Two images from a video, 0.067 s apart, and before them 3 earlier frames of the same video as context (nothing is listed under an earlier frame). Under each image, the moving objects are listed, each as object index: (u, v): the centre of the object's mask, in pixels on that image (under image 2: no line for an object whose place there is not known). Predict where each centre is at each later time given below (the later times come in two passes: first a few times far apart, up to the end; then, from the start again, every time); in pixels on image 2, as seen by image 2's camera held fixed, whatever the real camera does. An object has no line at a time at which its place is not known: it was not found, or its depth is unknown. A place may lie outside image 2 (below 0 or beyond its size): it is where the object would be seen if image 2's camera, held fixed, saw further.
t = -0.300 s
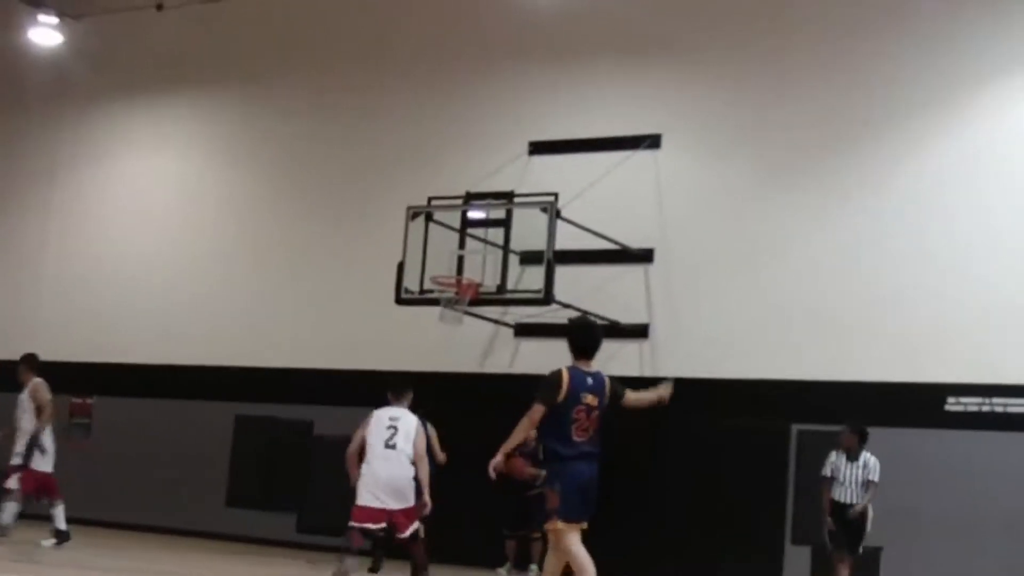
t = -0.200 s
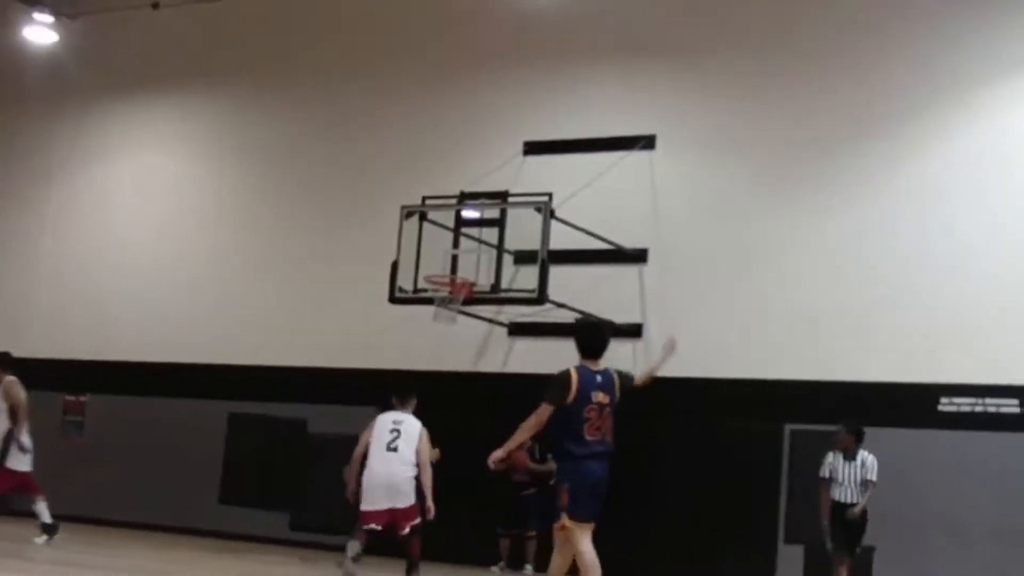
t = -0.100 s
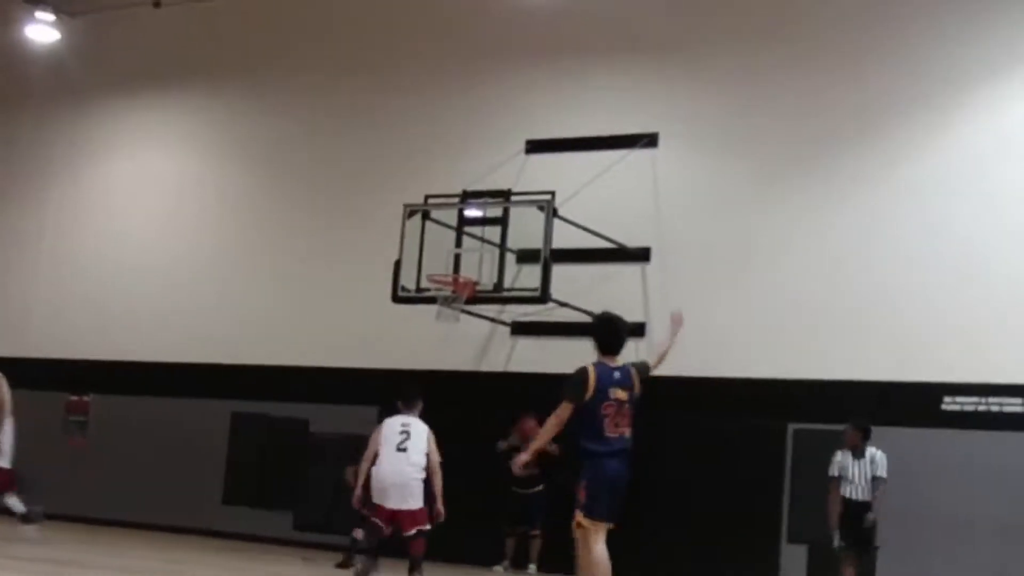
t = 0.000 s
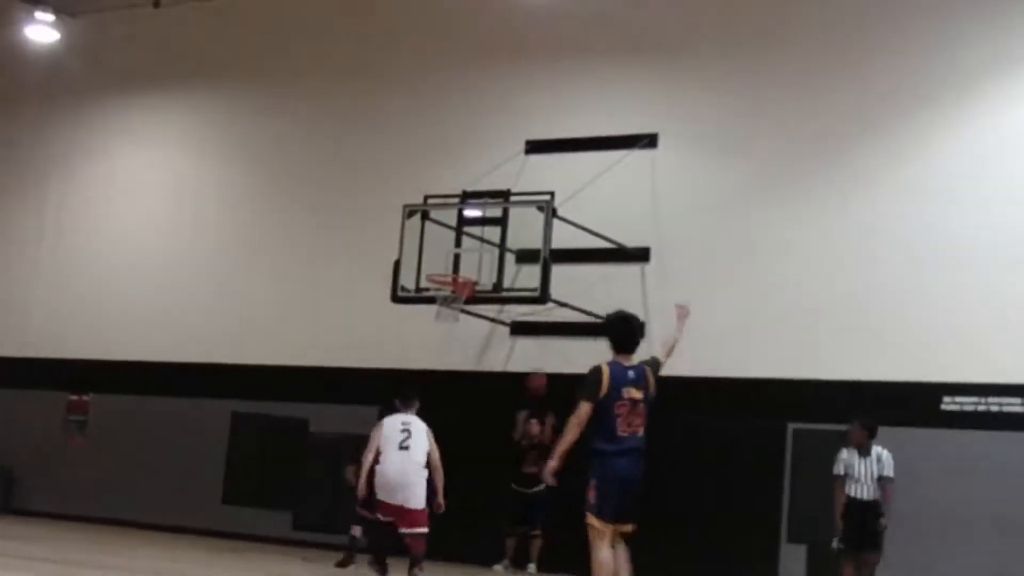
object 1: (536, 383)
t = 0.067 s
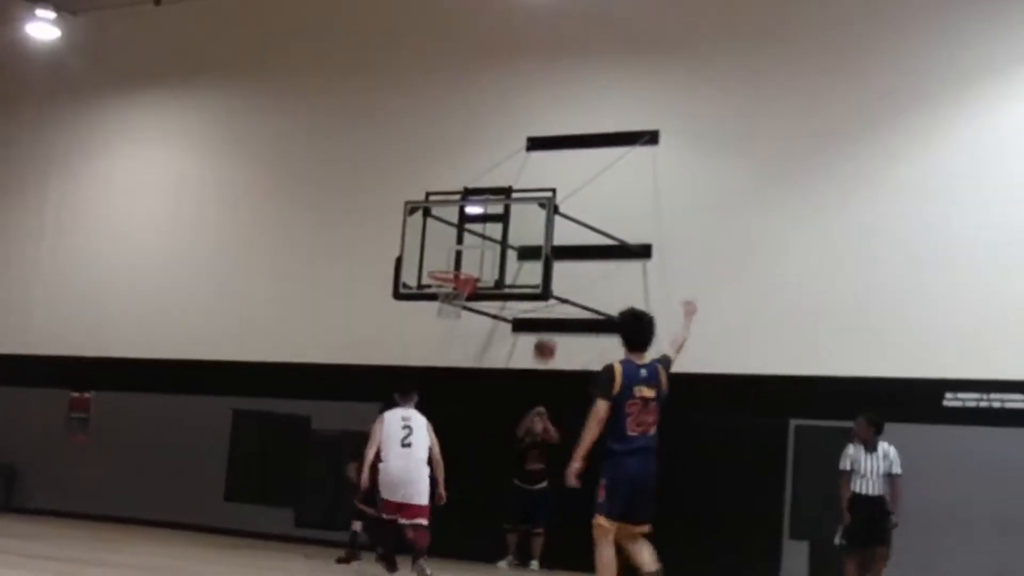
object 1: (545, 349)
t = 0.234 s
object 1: (562, 290)
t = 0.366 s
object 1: (580, 255)
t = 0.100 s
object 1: (549, 335)
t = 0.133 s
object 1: (553, 324)
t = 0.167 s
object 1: (554, 313)
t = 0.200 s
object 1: (559, 301)
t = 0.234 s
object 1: (562, 290)
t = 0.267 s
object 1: (566, 280)
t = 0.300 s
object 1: (570, 271)
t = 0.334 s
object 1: (575, 262)
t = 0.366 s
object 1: (580, 255)
